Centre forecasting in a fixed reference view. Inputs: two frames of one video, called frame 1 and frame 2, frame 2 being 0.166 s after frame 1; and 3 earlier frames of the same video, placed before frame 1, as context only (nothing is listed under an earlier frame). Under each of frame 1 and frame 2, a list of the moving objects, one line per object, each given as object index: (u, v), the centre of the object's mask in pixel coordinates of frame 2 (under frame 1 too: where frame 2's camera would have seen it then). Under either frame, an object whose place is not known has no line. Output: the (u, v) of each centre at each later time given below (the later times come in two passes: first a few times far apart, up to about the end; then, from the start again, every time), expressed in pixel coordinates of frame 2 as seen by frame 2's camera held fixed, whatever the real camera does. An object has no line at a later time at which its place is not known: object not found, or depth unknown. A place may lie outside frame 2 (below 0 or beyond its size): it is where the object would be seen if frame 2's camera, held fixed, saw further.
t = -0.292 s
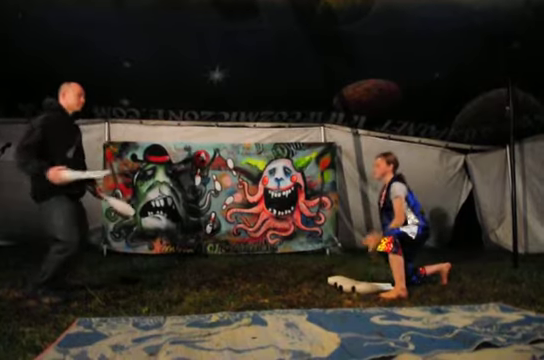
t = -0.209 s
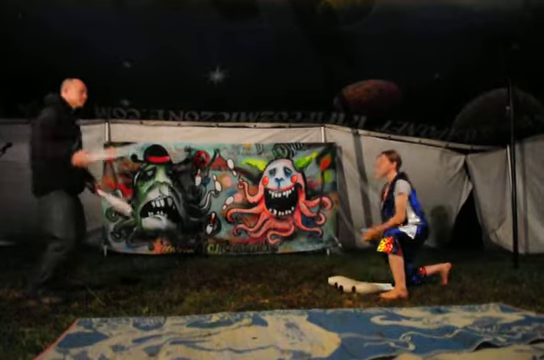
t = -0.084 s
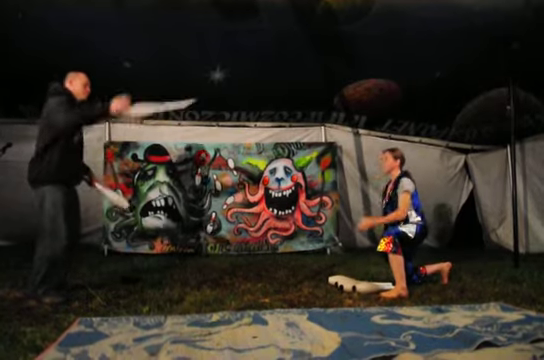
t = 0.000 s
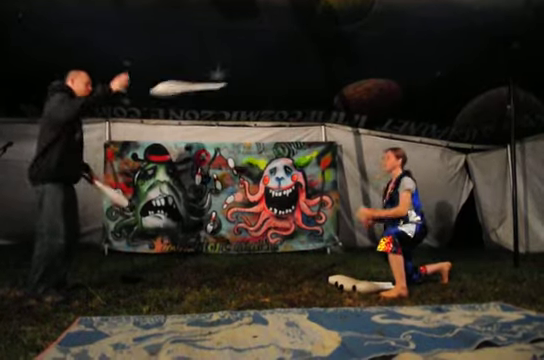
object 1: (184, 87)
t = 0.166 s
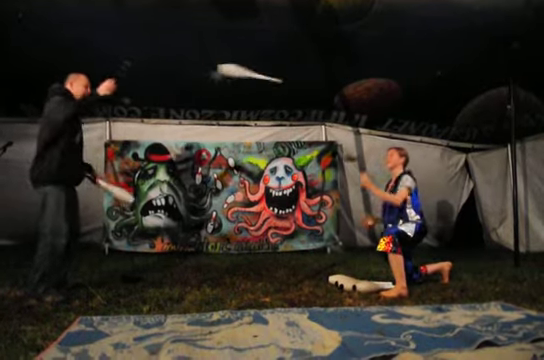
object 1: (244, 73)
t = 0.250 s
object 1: (274, 80)
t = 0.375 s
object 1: (317, 104)
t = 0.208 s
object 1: (259, 75)
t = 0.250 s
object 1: (274, 80)
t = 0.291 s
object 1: (289, 86)
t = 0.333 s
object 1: (304, 95)
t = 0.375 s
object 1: (317, 104)
